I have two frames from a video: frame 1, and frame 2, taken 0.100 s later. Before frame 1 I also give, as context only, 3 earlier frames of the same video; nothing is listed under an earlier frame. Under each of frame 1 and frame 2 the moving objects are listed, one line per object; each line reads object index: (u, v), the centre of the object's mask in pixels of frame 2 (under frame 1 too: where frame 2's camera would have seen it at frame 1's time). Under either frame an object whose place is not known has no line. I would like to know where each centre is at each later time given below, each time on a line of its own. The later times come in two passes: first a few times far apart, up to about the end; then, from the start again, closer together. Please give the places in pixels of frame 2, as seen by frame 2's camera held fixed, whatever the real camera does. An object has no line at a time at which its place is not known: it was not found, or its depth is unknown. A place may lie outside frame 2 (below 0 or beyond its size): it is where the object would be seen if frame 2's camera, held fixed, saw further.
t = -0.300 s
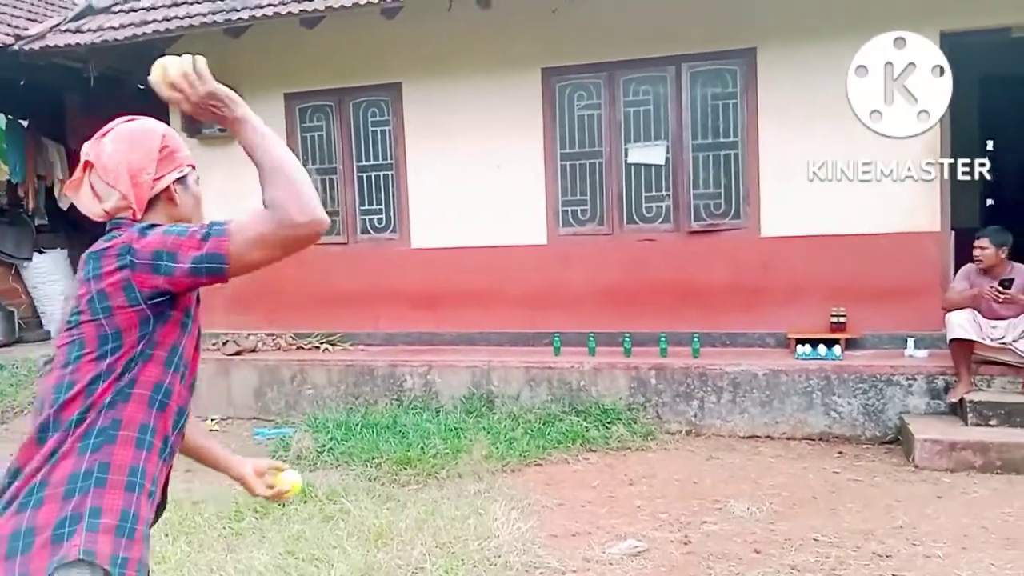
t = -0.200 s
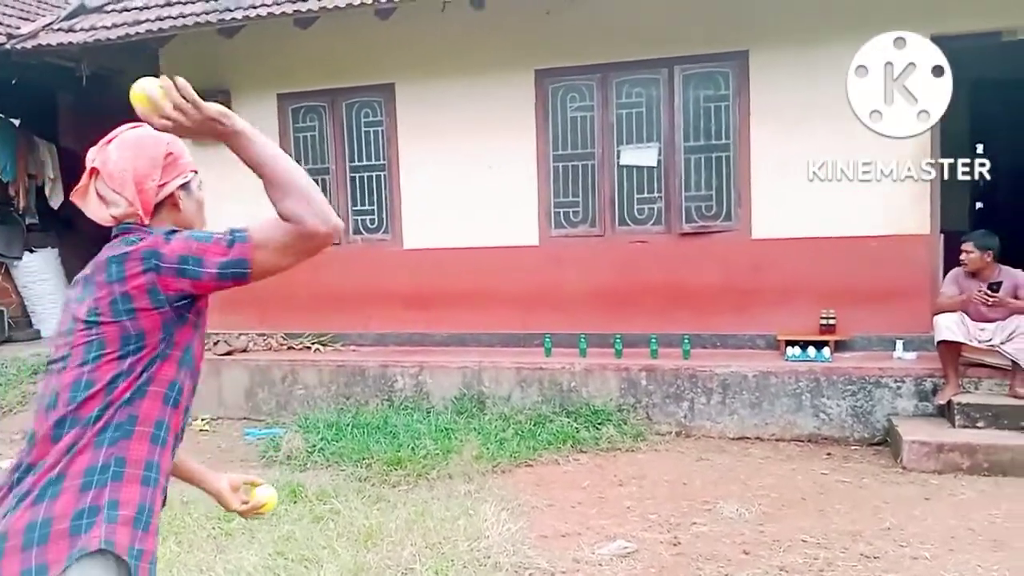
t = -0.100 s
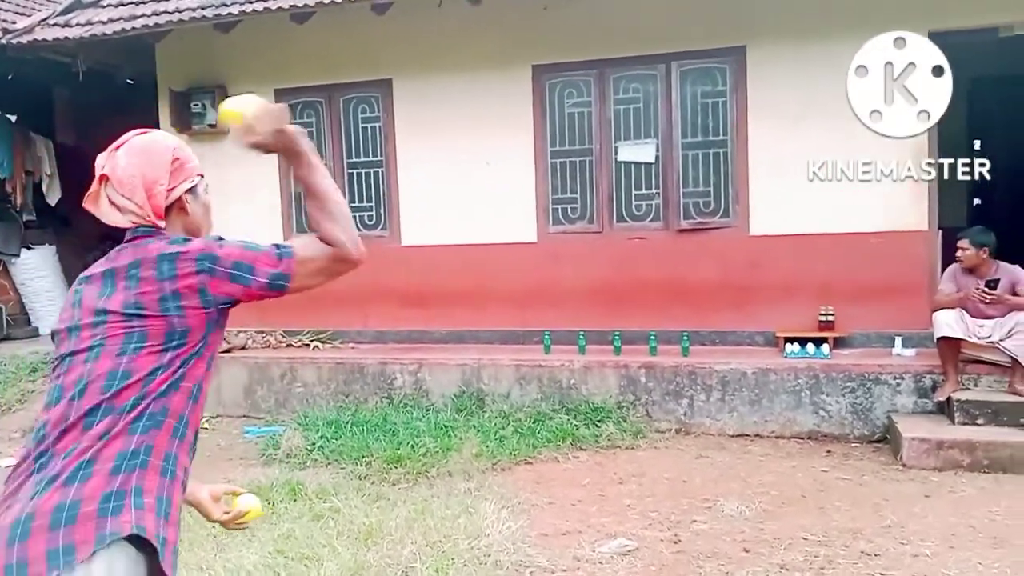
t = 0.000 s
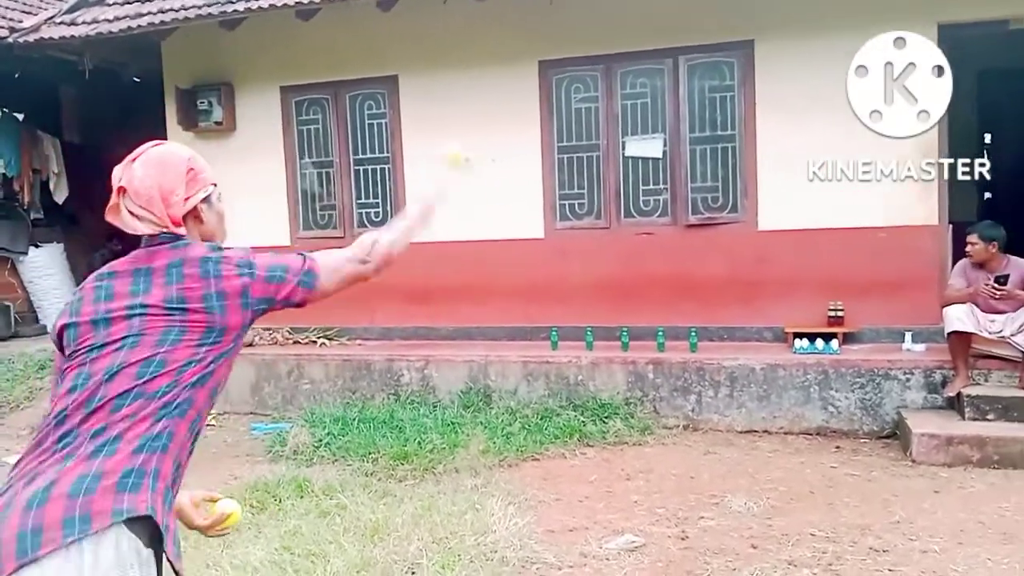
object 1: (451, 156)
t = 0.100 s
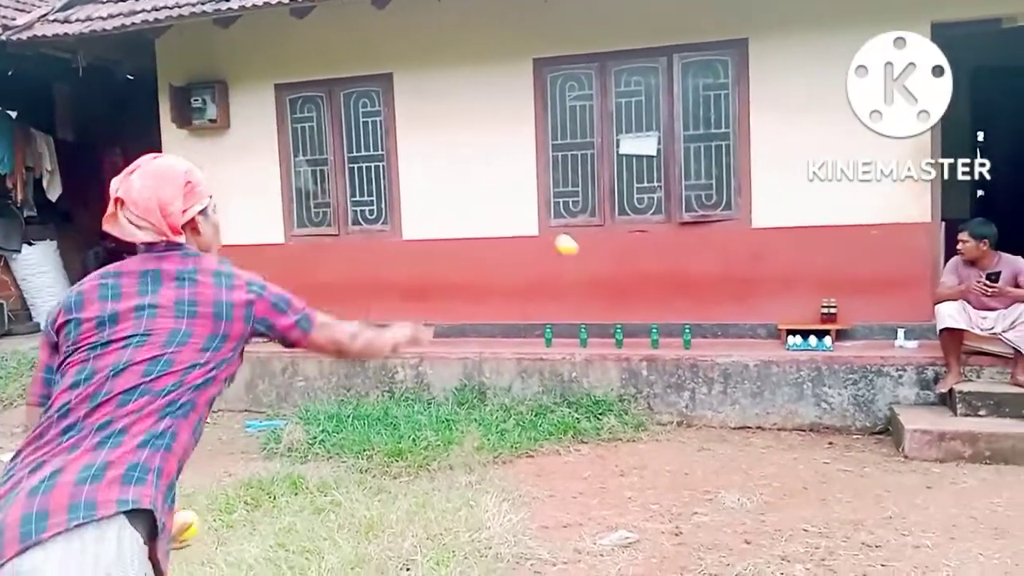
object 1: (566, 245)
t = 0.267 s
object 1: (662, 346)
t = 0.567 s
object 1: (702, 379)
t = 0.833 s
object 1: (719, 350)
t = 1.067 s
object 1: (744, 462)
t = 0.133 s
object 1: (590, 267)
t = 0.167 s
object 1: (613, 289)
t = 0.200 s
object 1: (631, 310)
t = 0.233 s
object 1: (648, 329)
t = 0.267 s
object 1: (662, 346)
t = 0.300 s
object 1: (675, 365)
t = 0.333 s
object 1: (686, 382)
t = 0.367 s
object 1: (696, 399)
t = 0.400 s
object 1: (697, 421)
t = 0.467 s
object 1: (698, 420)
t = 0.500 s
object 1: (699, 404)
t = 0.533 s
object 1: (700, 391)
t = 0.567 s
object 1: (702, 379)
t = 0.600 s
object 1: (704, 367)
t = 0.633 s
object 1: (705, 361)
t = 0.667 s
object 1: (708, 353)
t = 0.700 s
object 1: (710, 347)
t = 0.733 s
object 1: (712, 345)
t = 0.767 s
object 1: (714, 345)
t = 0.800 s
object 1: (717, 346)
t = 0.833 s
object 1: (719, 350)
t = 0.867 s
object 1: (722, 358)
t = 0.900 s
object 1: (725, 368)
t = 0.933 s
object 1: (728, 381)
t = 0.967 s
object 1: (732, 395)
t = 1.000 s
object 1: (735, 416)
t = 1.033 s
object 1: (740, 437)
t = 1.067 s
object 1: (744, 462)
